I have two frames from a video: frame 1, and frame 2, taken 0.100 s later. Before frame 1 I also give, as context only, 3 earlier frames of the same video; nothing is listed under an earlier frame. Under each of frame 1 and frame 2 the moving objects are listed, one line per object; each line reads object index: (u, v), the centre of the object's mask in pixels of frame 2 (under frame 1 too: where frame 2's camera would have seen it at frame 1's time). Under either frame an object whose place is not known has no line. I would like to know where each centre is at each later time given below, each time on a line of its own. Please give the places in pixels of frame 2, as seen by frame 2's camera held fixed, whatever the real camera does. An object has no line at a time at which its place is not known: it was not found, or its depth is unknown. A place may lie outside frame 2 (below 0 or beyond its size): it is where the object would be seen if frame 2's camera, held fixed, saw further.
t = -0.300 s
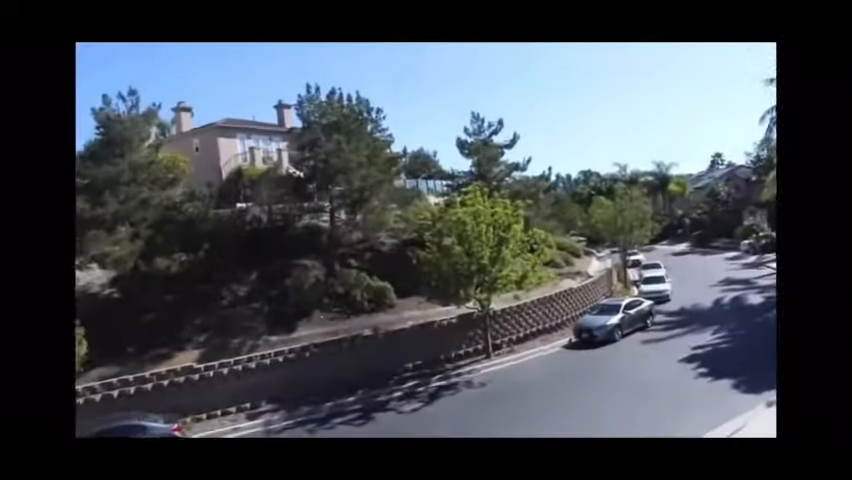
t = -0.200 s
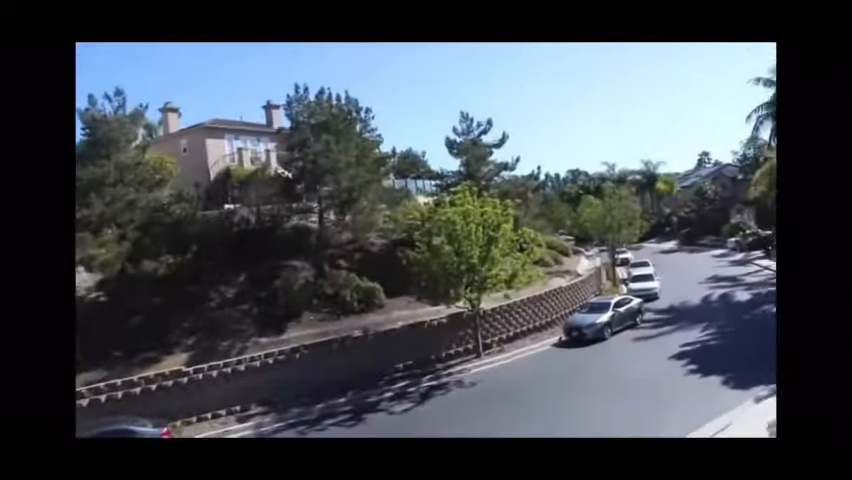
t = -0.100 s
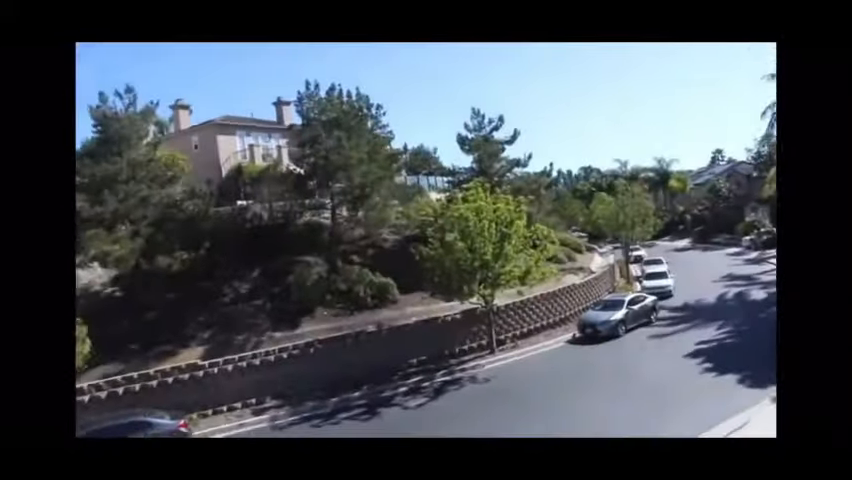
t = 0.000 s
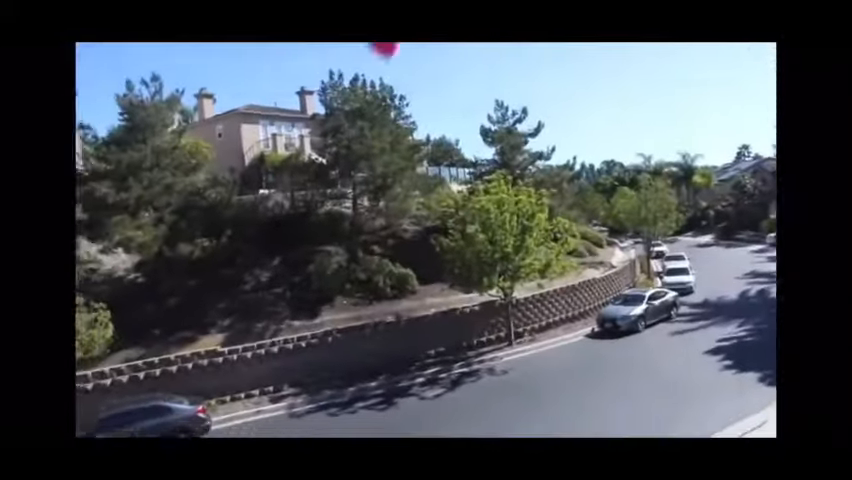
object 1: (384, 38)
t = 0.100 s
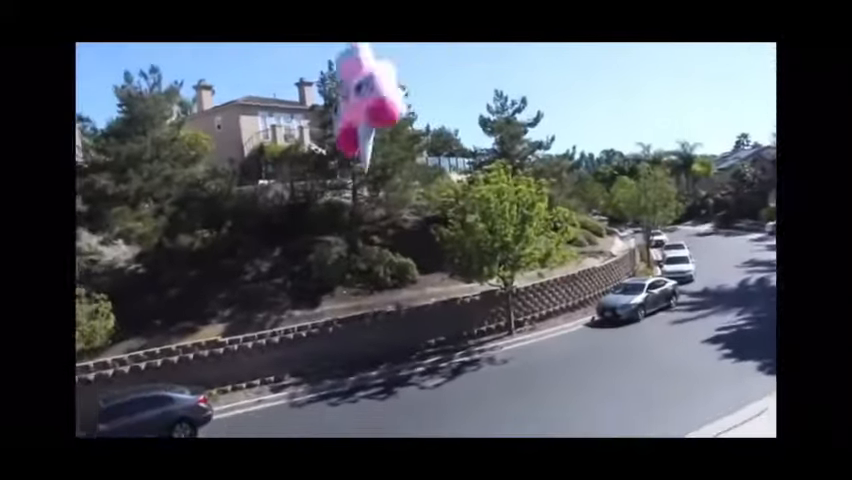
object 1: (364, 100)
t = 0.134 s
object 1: (357, 131)
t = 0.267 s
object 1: (337, 224)
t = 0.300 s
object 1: (334, 242)
